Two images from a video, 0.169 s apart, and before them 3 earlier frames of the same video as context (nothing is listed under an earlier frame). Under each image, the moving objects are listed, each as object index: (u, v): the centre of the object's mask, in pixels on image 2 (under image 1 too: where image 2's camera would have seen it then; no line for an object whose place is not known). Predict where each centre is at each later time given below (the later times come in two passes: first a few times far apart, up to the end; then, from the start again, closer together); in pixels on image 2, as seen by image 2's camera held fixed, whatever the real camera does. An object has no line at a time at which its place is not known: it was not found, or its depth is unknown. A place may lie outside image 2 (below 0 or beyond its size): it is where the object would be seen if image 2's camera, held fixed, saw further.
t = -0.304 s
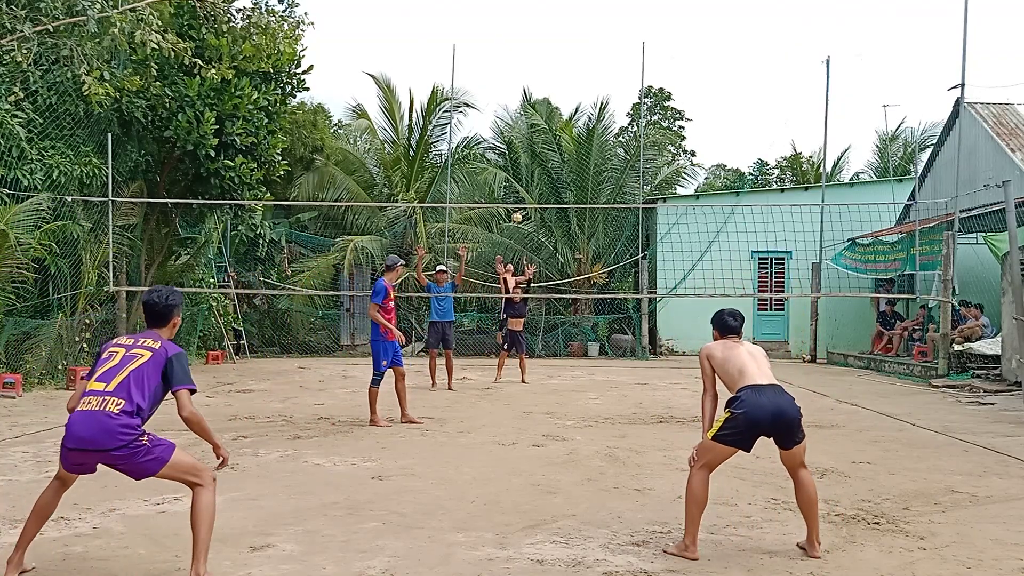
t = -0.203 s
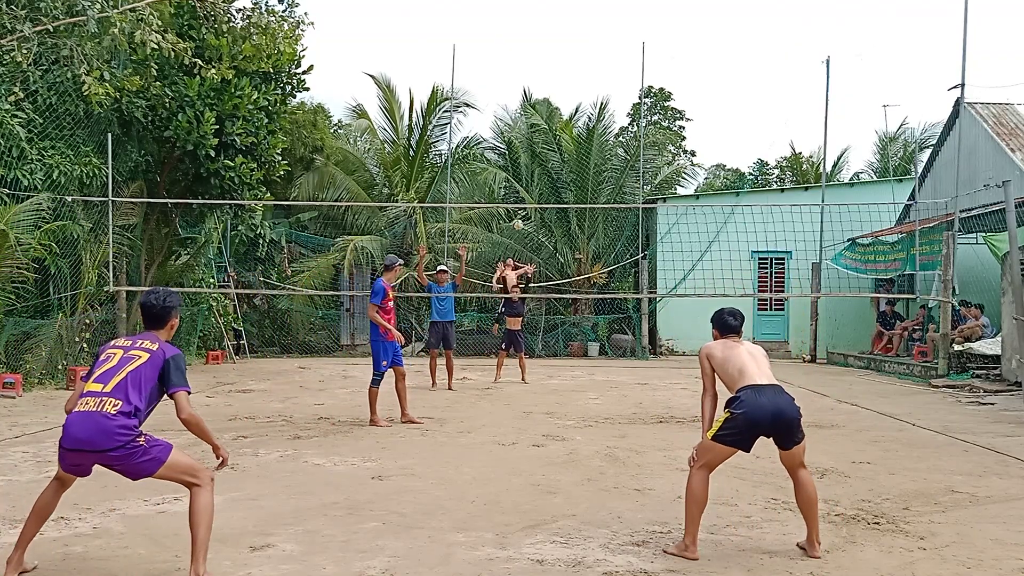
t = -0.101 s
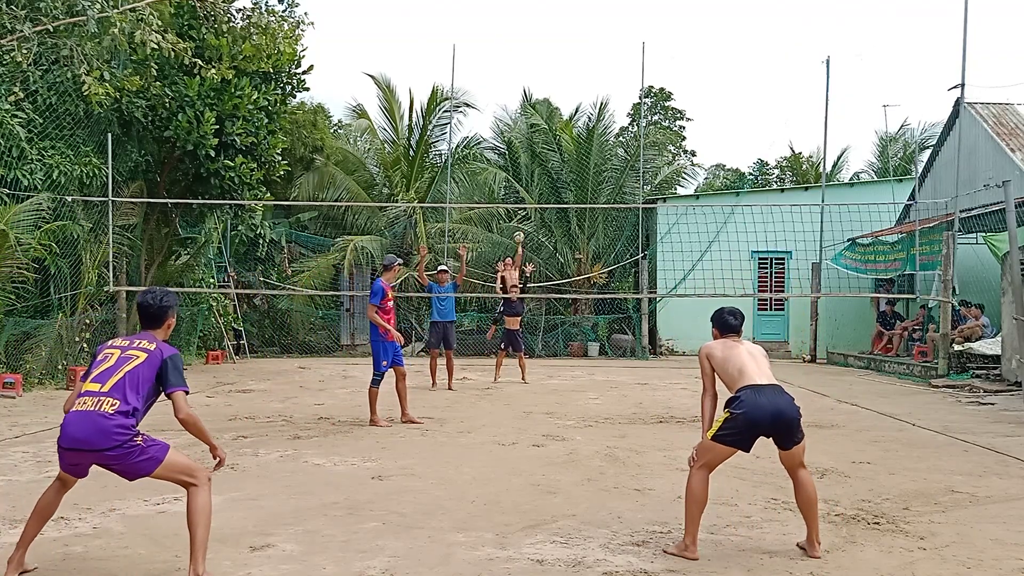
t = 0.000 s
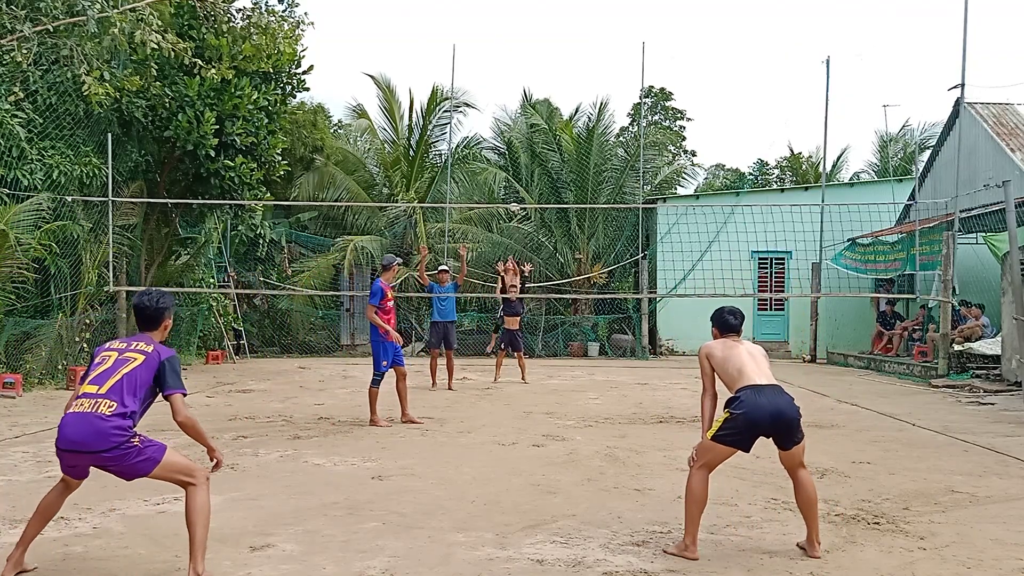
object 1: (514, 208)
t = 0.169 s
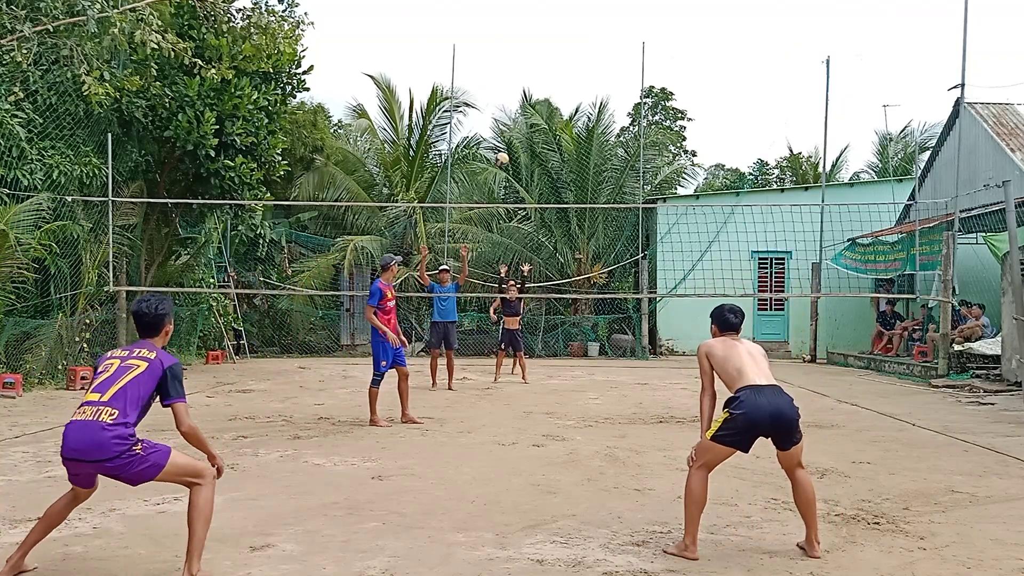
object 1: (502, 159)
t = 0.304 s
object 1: (485, 123)
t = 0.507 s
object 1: (444, 73)
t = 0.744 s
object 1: (329, 42)
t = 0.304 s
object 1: (485, 123)
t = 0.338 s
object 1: (480, 114)
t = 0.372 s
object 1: (474, 105)
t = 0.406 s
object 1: (468, 97)
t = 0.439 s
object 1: (461, 89)
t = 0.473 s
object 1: (453, 80)
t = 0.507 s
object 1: (444, 73)
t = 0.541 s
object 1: (434, 65)
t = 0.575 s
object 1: (423, 59)
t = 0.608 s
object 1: (409, 54)
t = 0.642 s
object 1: (393, 49)
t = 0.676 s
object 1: (375, 45)
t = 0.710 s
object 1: (354, 42)
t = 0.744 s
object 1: (329, 42)
